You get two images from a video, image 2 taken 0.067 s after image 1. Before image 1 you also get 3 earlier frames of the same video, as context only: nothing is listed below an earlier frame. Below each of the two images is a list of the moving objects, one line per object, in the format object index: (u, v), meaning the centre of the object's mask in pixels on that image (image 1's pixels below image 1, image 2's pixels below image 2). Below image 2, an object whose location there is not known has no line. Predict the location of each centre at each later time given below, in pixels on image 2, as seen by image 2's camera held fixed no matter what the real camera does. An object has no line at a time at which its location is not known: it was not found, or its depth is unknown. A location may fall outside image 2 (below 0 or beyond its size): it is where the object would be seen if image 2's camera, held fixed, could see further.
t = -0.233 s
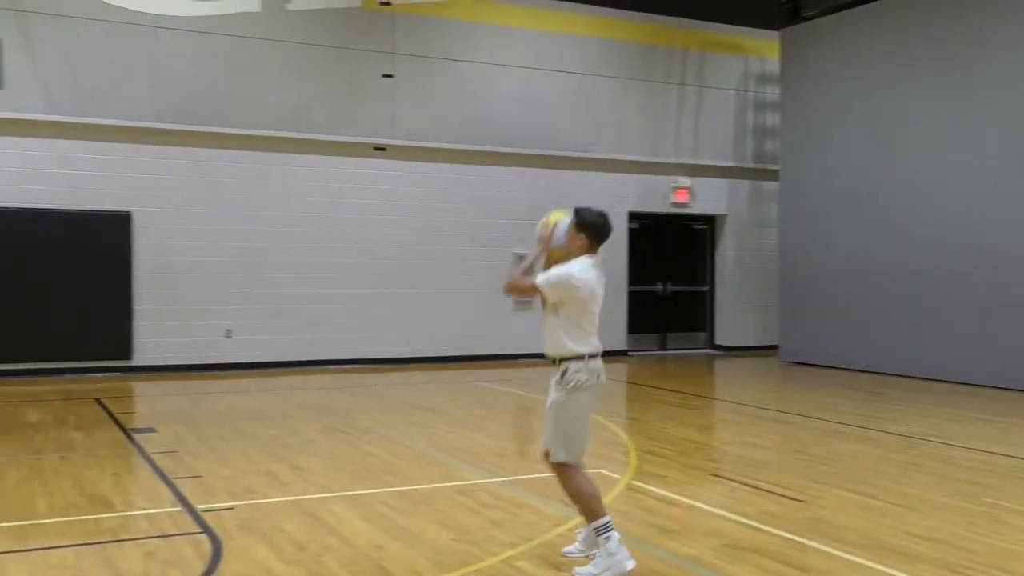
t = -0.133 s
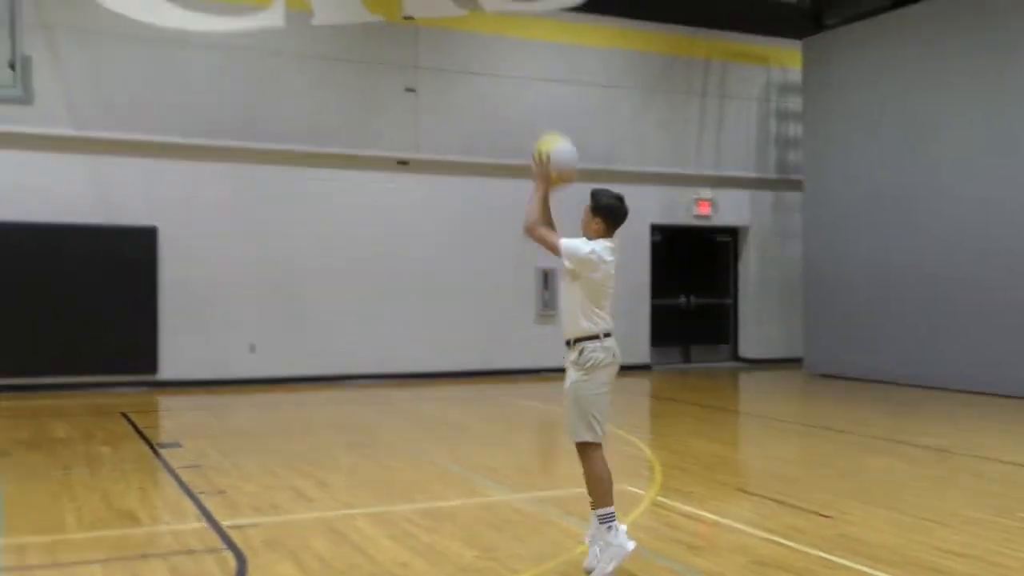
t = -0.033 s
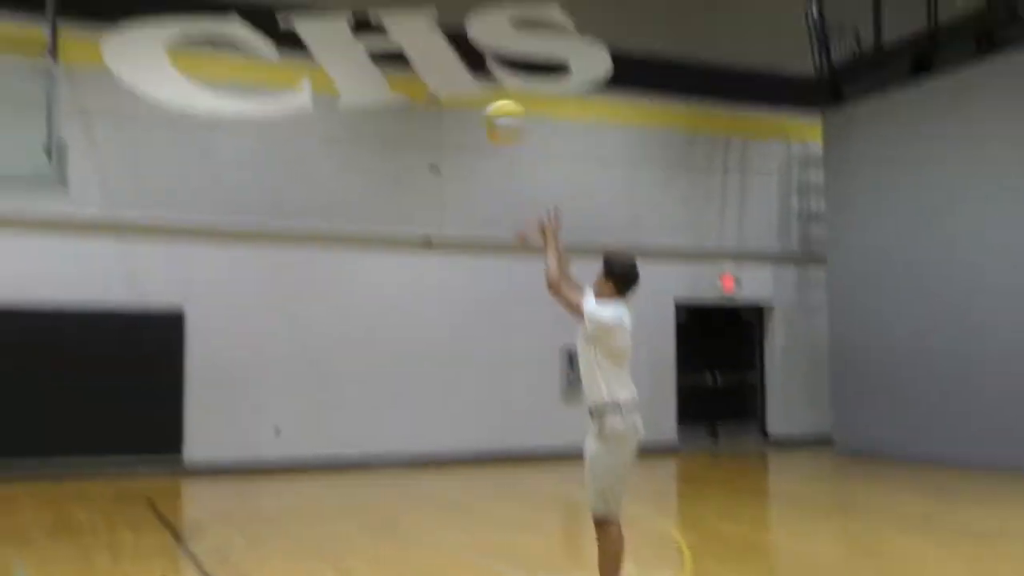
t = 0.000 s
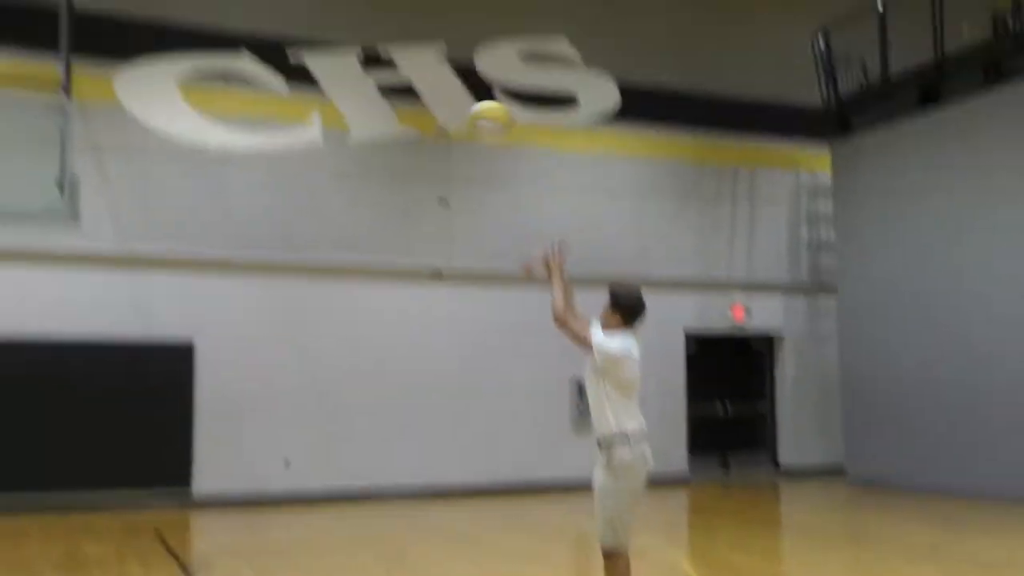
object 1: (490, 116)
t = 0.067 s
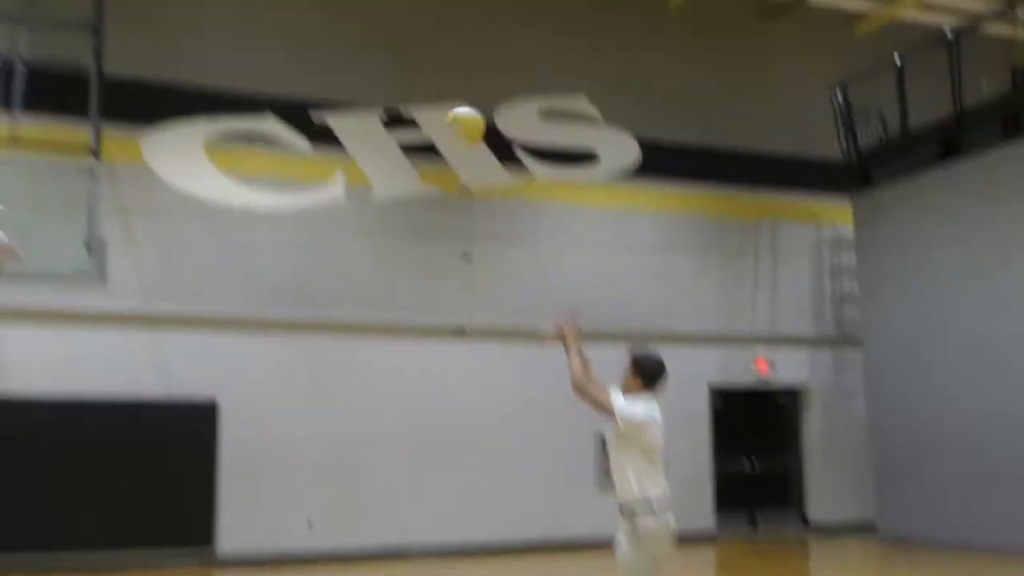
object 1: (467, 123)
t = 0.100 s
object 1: (445, 102)
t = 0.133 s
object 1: (422, 85)
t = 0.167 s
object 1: (402, 69)
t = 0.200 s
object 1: (383, 54)
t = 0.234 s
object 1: (366, 44)
